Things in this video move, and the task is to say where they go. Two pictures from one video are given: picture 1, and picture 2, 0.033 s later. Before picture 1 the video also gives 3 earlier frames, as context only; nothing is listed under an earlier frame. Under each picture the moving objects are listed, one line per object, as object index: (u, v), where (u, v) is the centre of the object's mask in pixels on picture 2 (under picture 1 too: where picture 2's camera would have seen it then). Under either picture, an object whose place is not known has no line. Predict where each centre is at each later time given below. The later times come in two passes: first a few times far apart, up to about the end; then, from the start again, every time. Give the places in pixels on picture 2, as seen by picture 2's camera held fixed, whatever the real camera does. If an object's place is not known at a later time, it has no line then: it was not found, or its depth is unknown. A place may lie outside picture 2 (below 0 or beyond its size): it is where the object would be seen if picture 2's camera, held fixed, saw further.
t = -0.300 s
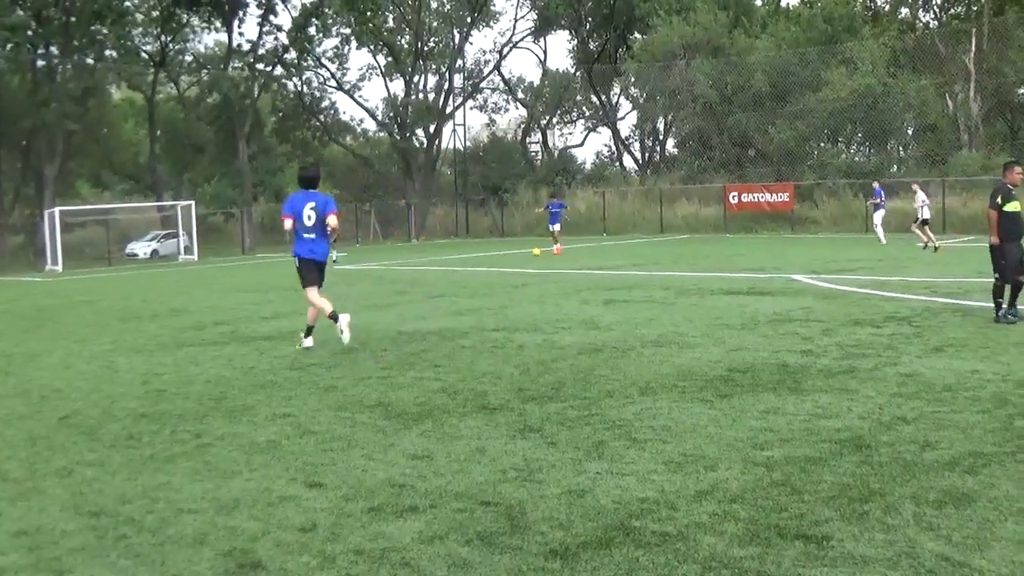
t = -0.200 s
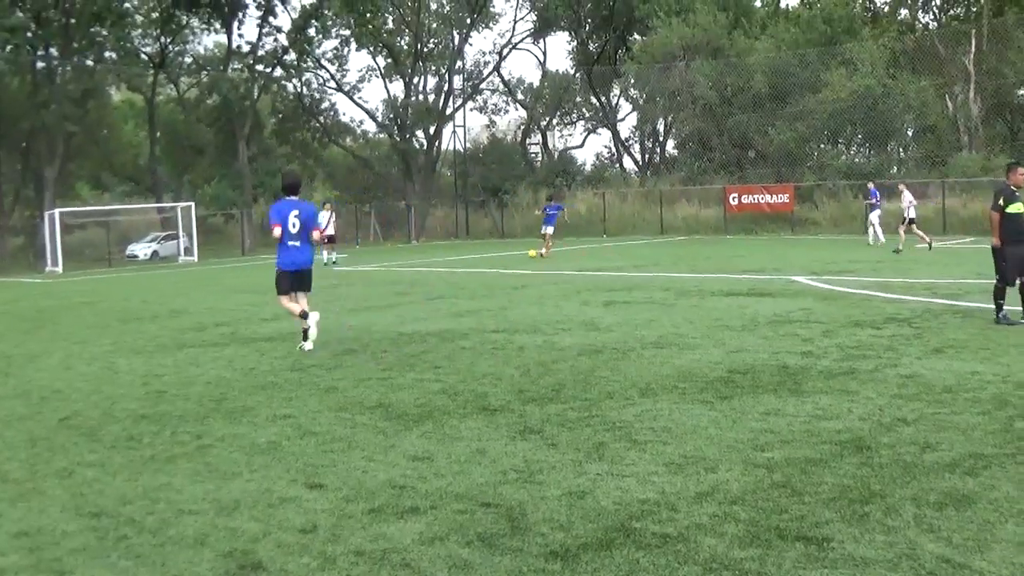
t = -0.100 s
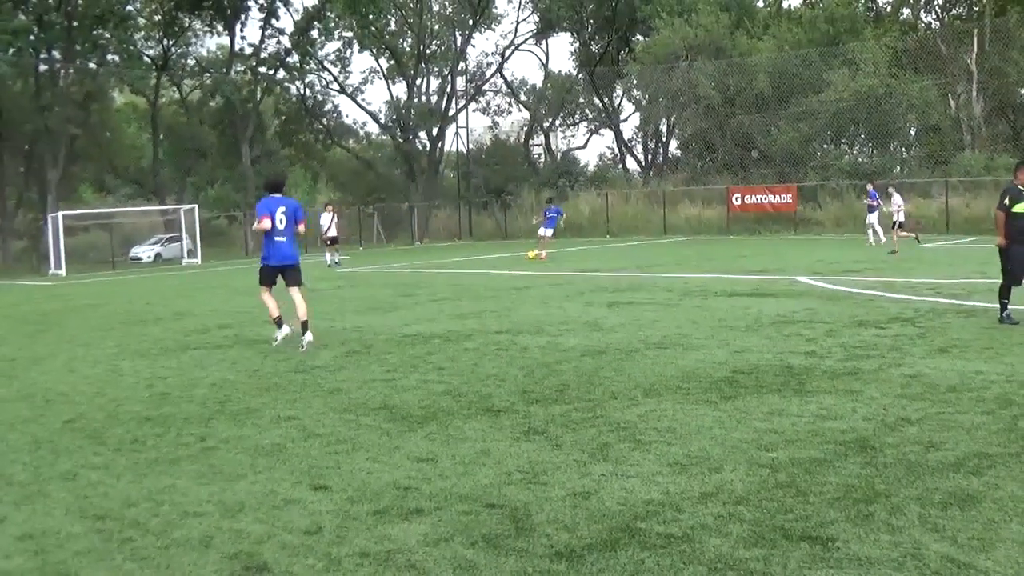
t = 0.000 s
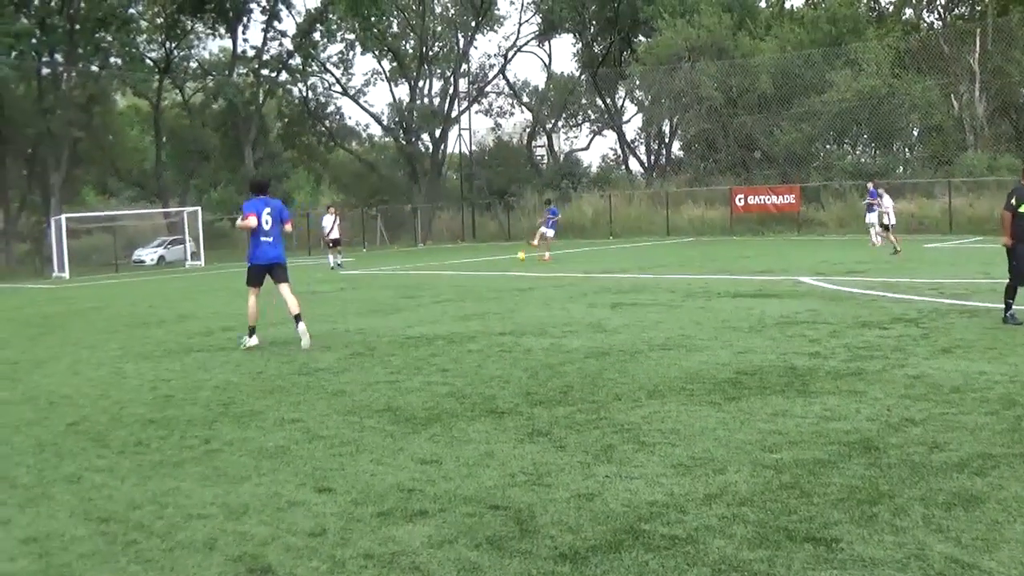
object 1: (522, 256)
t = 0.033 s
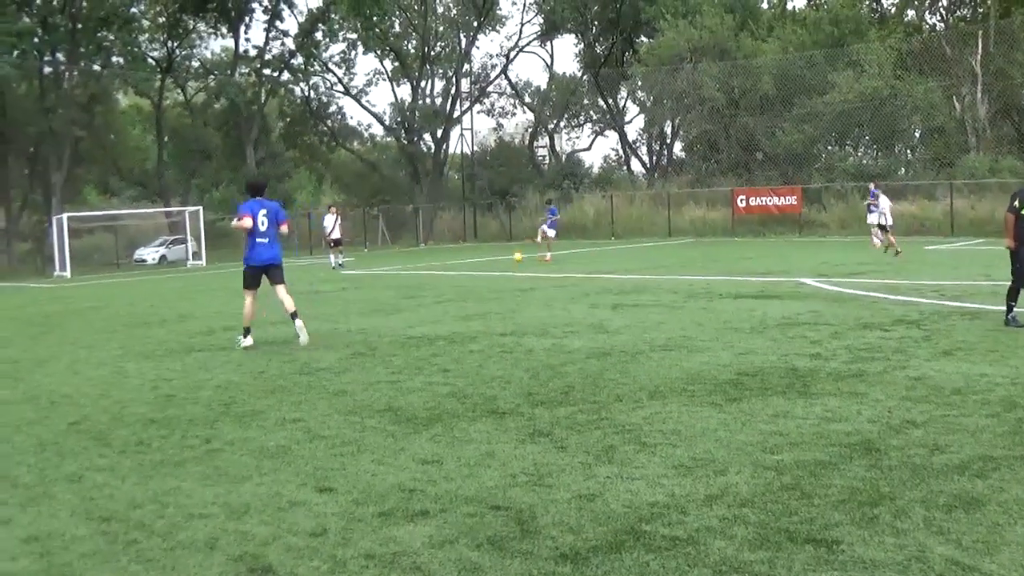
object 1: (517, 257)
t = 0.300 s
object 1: (480, 263)
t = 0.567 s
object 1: (441, 272)
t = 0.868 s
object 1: (393, 282)
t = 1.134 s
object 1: (345, 290)
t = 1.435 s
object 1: (283, 301)
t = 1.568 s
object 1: (253, 307)
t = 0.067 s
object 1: (513, 258)
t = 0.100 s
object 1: (508, 259)
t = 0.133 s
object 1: (503, 261)
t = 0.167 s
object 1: (498, 262)
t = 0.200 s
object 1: (494, 262)
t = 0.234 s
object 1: (489, 262)
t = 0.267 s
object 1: (485, 262)
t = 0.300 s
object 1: (480, 263)
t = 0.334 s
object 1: (475, 264)
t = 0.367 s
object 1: (470, 265)
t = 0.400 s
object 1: (466, 268)
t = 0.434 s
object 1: (460, 268)
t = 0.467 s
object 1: (456, 269)
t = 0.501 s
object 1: (451, 269)
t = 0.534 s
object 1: (447, 270)
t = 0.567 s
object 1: (441, 272)
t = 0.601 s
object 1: (437, 273)
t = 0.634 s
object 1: (431, 272)
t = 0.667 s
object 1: (426, 273)
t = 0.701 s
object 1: (421, 275)
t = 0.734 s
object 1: (415, 277)
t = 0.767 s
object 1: (410, 279)
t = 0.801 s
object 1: (404, 279)
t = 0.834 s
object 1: (399, 280)
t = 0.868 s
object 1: (393, 282)
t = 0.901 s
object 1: (388, 283)
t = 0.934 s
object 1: (382, 284)
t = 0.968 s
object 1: (376, 283)
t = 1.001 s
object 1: (370, 283)
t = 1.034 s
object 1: (364, 285)
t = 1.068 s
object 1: (358, 287)
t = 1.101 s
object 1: (352, 289)
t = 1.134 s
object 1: (345, 290)
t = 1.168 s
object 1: (338, 289)
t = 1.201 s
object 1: (332, 290)
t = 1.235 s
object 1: (325, 292)
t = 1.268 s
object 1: (319, 294)
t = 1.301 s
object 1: (311, 297)
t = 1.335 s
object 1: (305, 298)
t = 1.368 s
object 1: (298, 298)
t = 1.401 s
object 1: (291, 299)
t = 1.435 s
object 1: (283, 301)
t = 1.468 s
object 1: (276, 303)
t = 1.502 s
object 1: (268, 304)
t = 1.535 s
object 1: (260, 306)
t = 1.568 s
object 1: (253, 307)
